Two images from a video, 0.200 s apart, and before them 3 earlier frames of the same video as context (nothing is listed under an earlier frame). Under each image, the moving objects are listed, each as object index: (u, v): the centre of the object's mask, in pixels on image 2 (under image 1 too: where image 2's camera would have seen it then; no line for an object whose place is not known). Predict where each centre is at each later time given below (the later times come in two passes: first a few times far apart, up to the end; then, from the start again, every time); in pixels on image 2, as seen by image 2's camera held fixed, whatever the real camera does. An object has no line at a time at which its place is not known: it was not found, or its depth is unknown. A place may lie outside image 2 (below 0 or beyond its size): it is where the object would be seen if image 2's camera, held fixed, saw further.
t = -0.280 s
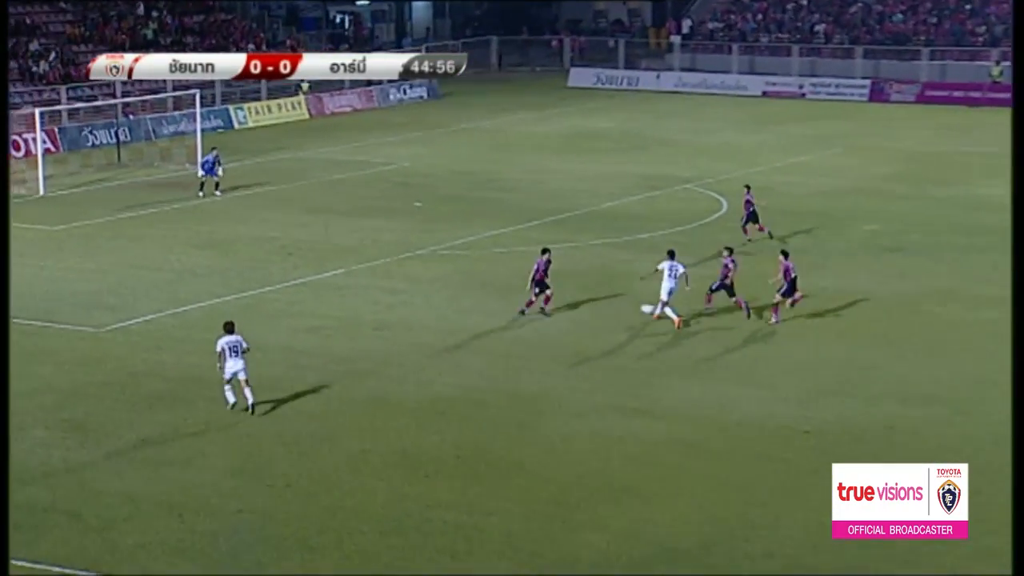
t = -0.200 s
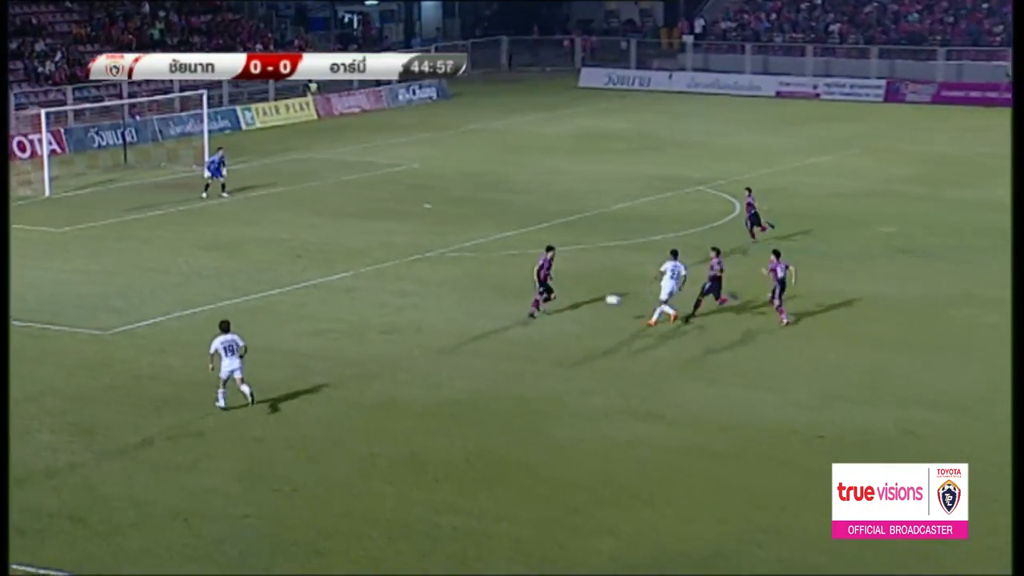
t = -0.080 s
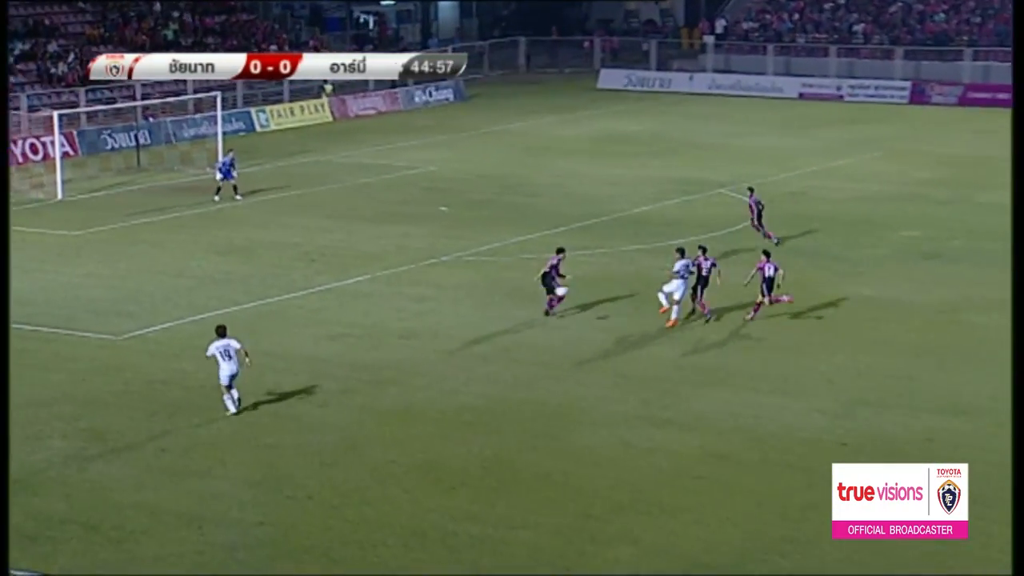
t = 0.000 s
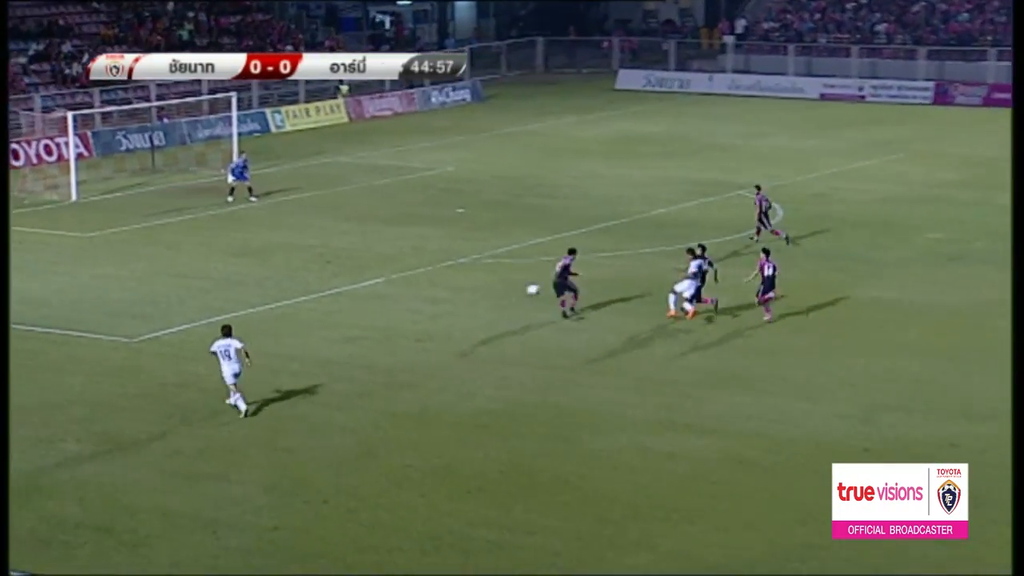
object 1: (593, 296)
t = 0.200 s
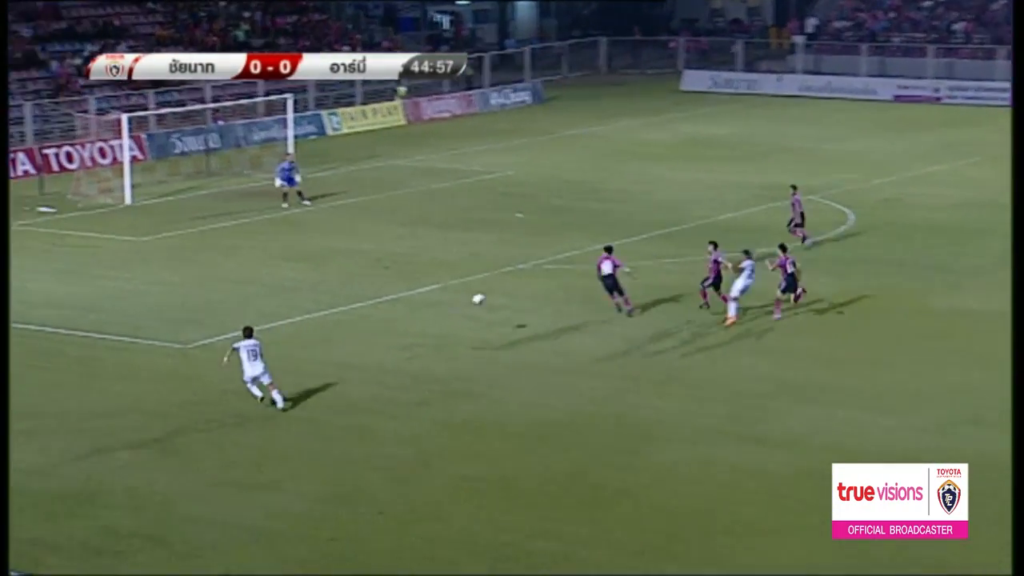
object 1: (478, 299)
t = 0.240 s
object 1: (455, 302)
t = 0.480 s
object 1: (325, 331)
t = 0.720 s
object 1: (219, 317)
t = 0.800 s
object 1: (185, 318)
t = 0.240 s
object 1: (455, 302)
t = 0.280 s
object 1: (432, 306)
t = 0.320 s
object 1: (410, 311)
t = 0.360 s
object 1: (388, 316)
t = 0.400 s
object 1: (366, 322)
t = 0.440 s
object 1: (345, 329)
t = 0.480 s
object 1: (325, 331)
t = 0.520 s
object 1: (306, 327)
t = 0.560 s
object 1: (289, 323)
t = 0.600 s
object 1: (271, 320)
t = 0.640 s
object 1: (254, 318)
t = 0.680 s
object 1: (237, 317)
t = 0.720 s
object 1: (219, 317)
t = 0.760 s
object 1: (201, 317)
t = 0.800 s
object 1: (185, 318)
